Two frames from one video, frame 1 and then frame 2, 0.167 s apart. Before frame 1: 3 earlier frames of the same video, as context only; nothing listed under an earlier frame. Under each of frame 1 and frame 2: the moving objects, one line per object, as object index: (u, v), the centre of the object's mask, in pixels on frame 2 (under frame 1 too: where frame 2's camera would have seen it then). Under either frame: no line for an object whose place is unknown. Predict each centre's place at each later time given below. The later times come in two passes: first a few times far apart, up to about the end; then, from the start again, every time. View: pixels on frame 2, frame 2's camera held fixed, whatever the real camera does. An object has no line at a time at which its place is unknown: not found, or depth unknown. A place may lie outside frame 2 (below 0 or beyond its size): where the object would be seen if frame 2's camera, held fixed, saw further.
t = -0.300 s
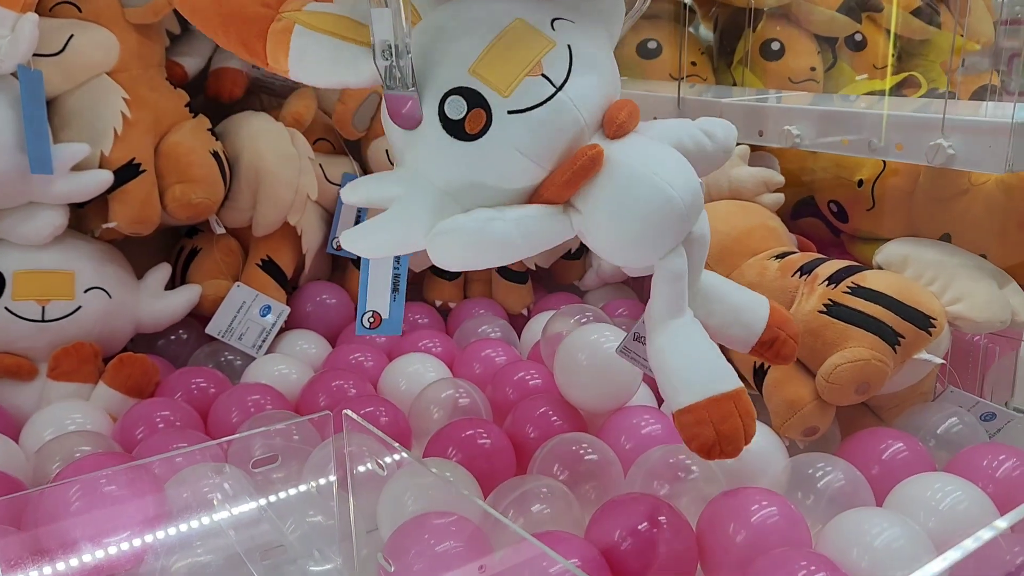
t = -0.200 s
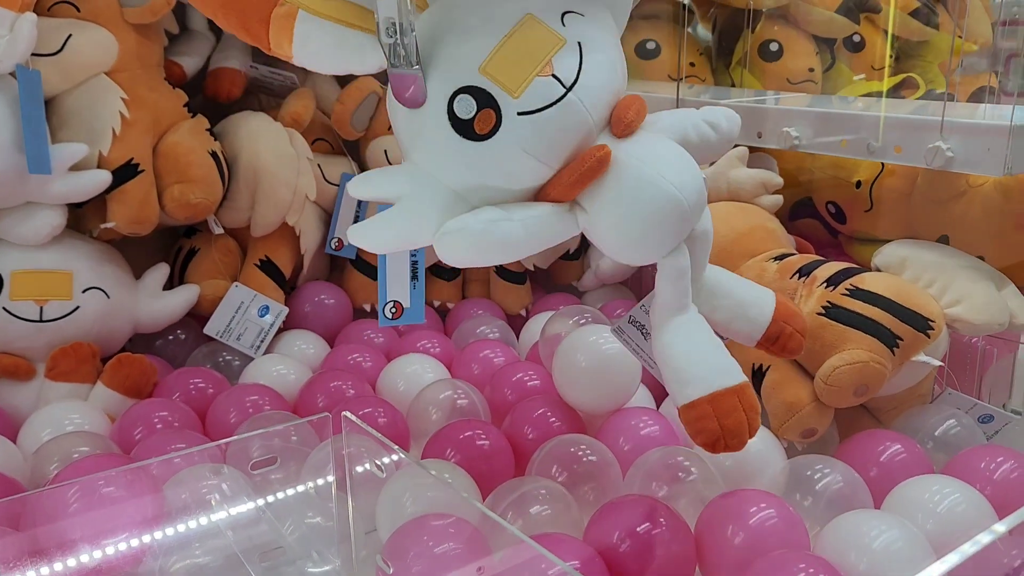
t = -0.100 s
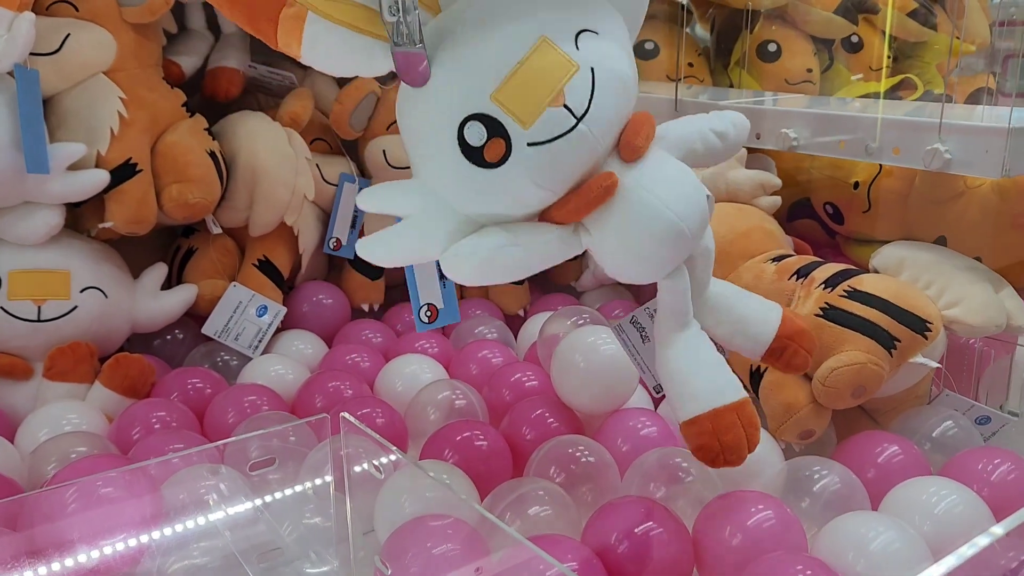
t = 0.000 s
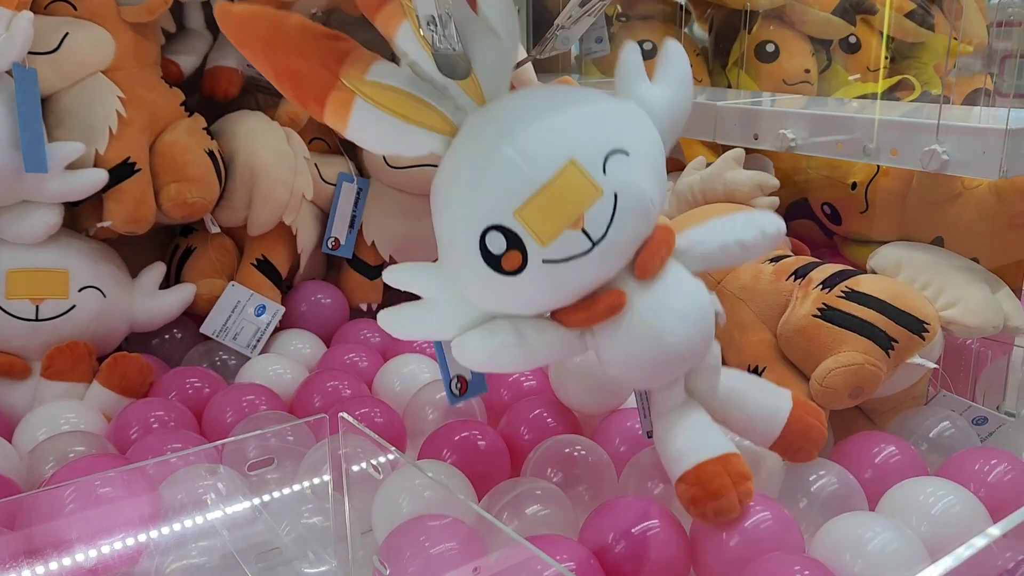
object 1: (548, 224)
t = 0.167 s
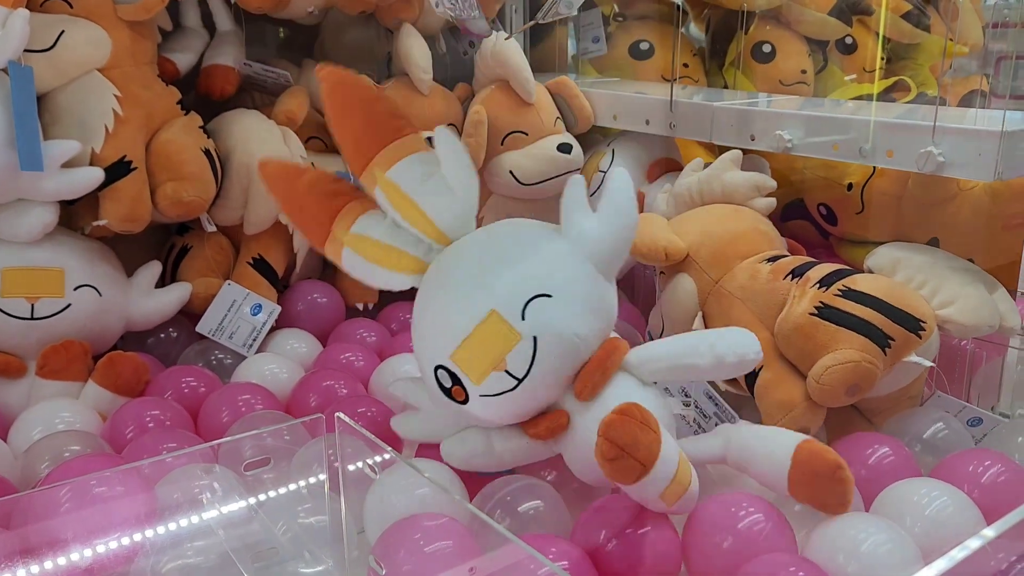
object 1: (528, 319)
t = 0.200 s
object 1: (521, 337)
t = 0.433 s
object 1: (518, 361)
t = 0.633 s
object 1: (504, 364)
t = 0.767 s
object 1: (492, 364)
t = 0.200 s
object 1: (521, 337)
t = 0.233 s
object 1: (517, 351)
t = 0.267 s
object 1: (515, 360)
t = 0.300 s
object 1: (514, 361)
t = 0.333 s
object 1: (511, 360)
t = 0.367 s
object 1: (515, 362)
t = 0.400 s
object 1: (518, 362)
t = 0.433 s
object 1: (518, 361)
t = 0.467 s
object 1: (516, 362)
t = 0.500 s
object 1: (514, 362)
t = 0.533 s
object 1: (513, 363)
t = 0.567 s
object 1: (511, 364)
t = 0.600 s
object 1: (506, 364)
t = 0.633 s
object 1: (504, 364)
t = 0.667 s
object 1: (500, 364)
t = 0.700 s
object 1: (497, 364)
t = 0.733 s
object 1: (494, 364)
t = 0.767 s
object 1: (492, 364)
